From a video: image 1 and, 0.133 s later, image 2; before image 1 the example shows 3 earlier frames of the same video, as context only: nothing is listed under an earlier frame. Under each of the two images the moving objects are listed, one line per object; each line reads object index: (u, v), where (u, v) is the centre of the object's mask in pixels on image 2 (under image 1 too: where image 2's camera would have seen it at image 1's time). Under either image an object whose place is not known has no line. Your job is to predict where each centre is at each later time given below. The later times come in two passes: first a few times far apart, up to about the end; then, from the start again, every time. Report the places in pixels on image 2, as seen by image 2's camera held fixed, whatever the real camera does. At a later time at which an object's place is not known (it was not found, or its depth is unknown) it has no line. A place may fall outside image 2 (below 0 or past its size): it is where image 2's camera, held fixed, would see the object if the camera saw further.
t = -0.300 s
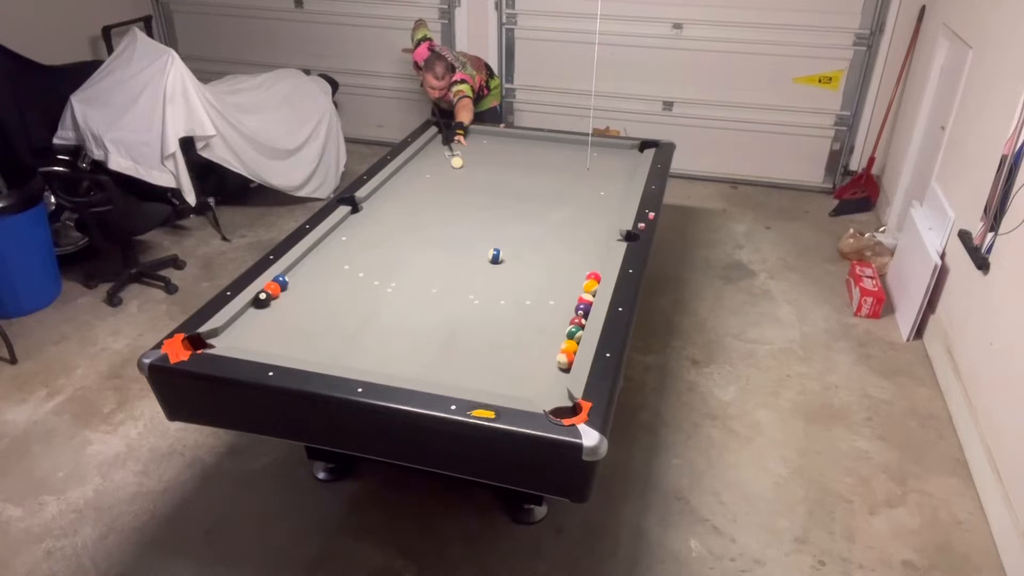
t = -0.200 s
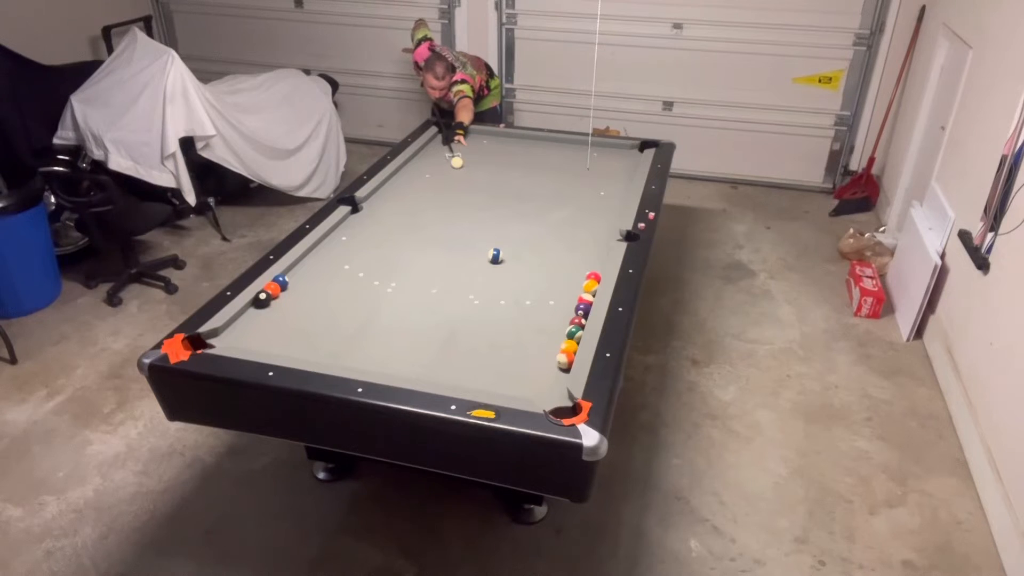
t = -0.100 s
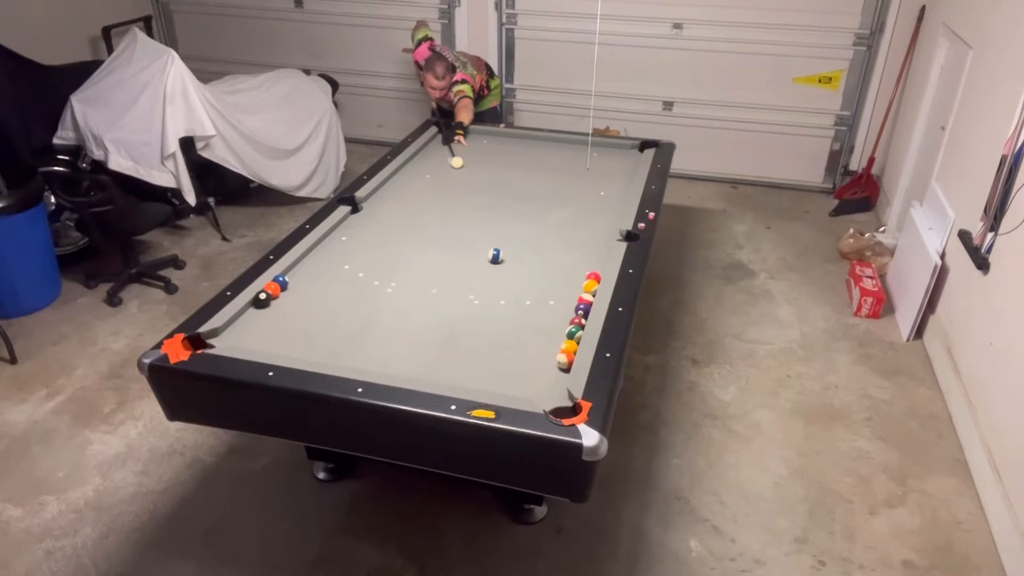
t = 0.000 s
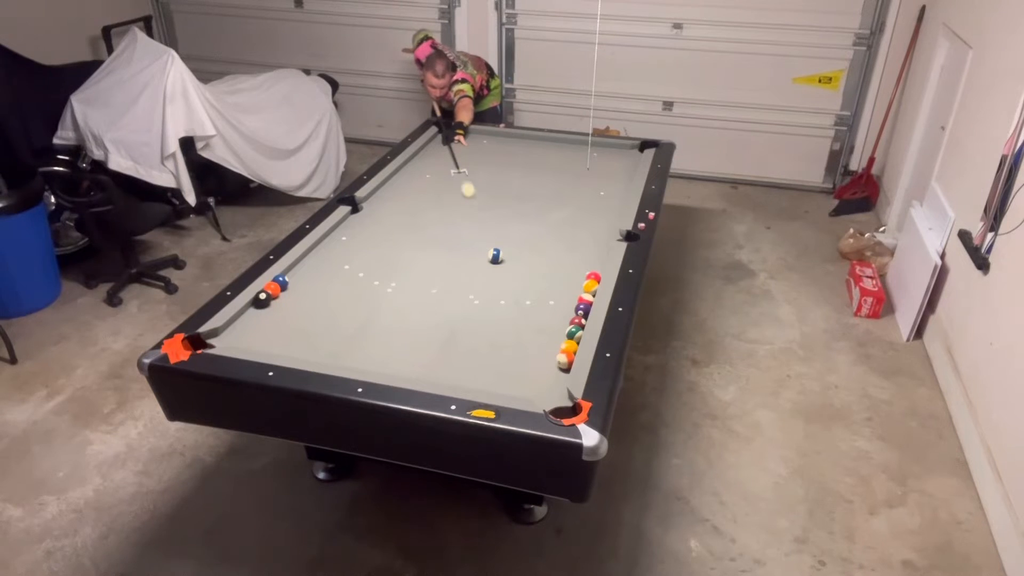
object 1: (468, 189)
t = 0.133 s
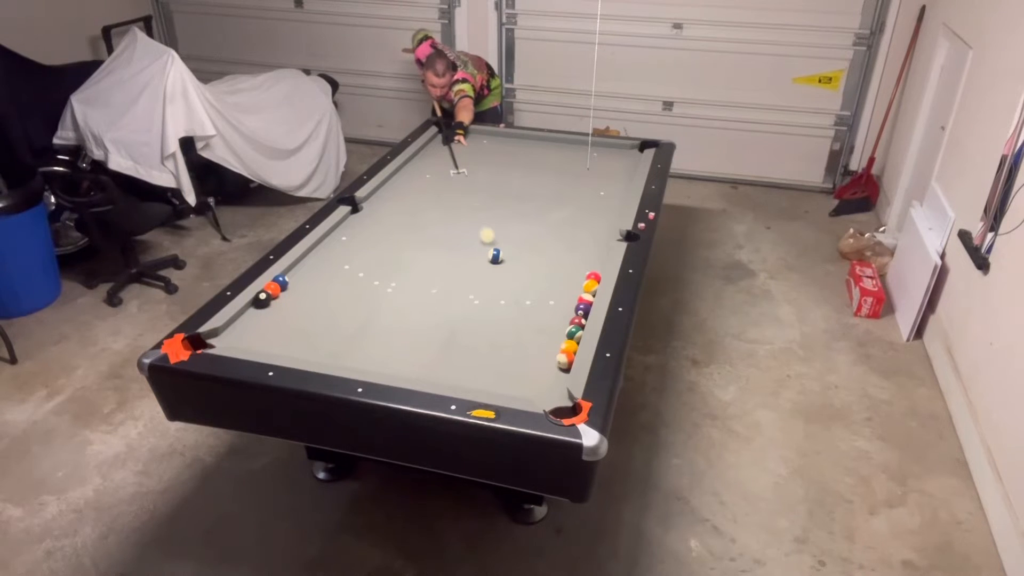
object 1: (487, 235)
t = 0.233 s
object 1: (492, 249)
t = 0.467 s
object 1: (493, 251)
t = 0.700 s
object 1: (493, 251)
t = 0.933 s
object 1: (494, 251)
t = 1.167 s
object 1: (494, 251)
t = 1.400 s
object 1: (494, 251)
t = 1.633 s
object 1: (494, 251)
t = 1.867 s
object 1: (494, 251)
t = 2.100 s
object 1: (494, 251)
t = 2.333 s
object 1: (494, 251)
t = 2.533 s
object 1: (494, 251)
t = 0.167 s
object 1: (491, 248)
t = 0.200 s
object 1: (492, 249)
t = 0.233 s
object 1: (492, 249)
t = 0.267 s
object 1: (492, 250)
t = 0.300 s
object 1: (492, 250)
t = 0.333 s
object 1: (492, 250)
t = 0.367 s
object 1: (492, 250)
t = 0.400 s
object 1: (493, 250)
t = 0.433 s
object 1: (493, 250)
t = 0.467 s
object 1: (493, 251)
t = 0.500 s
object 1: (493, 251)
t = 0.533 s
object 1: (493, 251)
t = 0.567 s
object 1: (493, 251)
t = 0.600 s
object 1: (493, 251)
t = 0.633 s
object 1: (493, 251)
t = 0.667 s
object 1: (493, 251)
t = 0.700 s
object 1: (493, 251)
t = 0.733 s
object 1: (494, 251)
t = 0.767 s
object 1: (494, 251)
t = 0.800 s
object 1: (494, 251)
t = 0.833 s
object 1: (494, 251)
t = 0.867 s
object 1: (494, 251)
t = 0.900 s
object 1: (494, 251)
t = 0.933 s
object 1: (494, 251)
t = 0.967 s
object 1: (494, 251)
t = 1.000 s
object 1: (494, 251)
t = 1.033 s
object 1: (494, 251)
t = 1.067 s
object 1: (494, 251)
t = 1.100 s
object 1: (494, 251)
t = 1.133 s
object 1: (494, 251)
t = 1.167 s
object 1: (494, 251)
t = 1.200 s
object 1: (494, 251)
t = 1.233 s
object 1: (494, 251)
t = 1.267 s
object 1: (494, 251)
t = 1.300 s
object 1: (494, 251)
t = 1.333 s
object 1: (494, 251)
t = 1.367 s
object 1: (494, 251)
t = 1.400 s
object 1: (494, 251)
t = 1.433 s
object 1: (494, 251)
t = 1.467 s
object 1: (494, 251)
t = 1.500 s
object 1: (494, 251)
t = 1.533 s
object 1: (494, 251)
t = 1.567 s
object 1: (494, 251)
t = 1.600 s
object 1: (494, 251)
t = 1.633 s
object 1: (494, 251)
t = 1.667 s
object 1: (494, 251)
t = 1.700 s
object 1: (494, 251)
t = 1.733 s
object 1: (494, 251)
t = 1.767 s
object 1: (494, 251)
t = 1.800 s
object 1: (494, 251)
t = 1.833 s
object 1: (494, 251)
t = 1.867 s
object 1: (494, 251)
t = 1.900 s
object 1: (494, 251)
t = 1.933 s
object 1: (494, 251)
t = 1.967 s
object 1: (494, 251)
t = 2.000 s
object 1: (494, 251)
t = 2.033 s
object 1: (494, 251)
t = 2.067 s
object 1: (494, 251)
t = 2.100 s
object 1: (494, 251)
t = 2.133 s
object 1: (494, 251)
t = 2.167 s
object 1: (494, 251)
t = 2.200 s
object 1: (494, 251)
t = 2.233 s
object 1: (494, 251)
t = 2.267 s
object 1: (494, 251)
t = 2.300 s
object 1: (494, 251)
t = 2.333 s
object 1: (494, 251)
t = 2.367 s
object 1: (494, 251)
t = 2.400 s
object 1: (494, 251)
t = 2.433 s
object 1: (494, 251)
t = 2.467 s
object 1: (494, 251)
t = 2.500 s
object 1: (494, 251)
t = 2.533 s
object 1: (494, 251)
